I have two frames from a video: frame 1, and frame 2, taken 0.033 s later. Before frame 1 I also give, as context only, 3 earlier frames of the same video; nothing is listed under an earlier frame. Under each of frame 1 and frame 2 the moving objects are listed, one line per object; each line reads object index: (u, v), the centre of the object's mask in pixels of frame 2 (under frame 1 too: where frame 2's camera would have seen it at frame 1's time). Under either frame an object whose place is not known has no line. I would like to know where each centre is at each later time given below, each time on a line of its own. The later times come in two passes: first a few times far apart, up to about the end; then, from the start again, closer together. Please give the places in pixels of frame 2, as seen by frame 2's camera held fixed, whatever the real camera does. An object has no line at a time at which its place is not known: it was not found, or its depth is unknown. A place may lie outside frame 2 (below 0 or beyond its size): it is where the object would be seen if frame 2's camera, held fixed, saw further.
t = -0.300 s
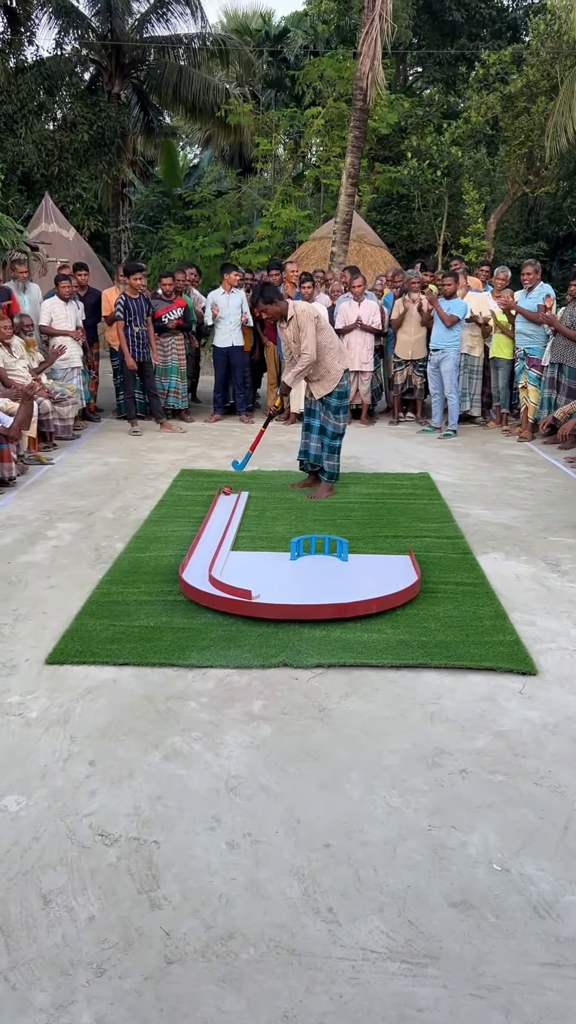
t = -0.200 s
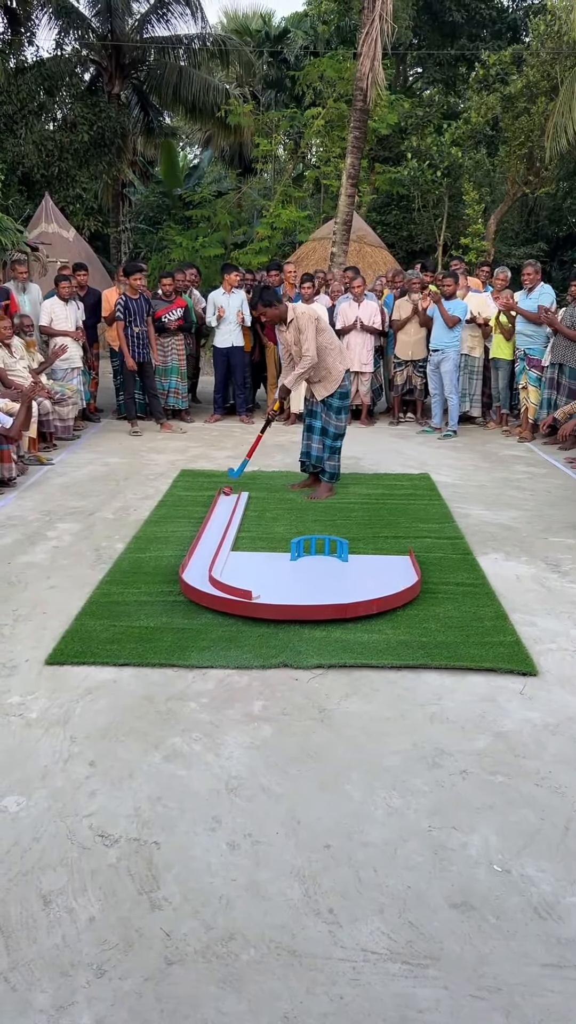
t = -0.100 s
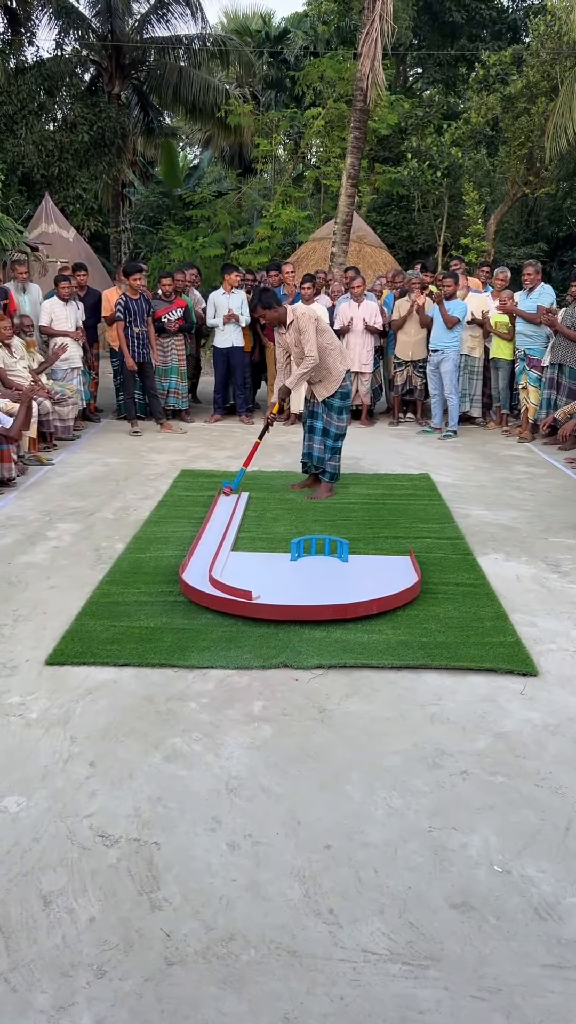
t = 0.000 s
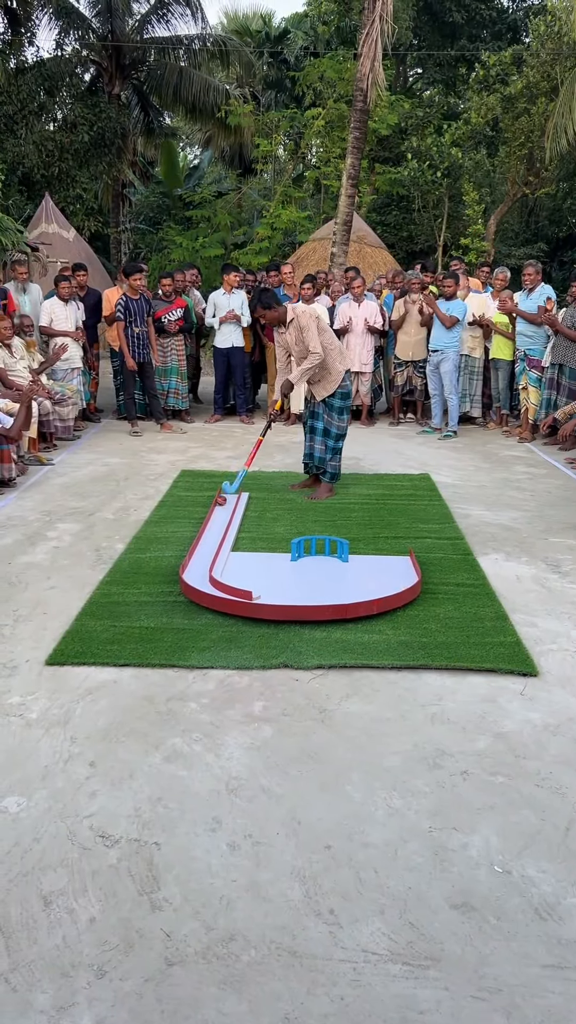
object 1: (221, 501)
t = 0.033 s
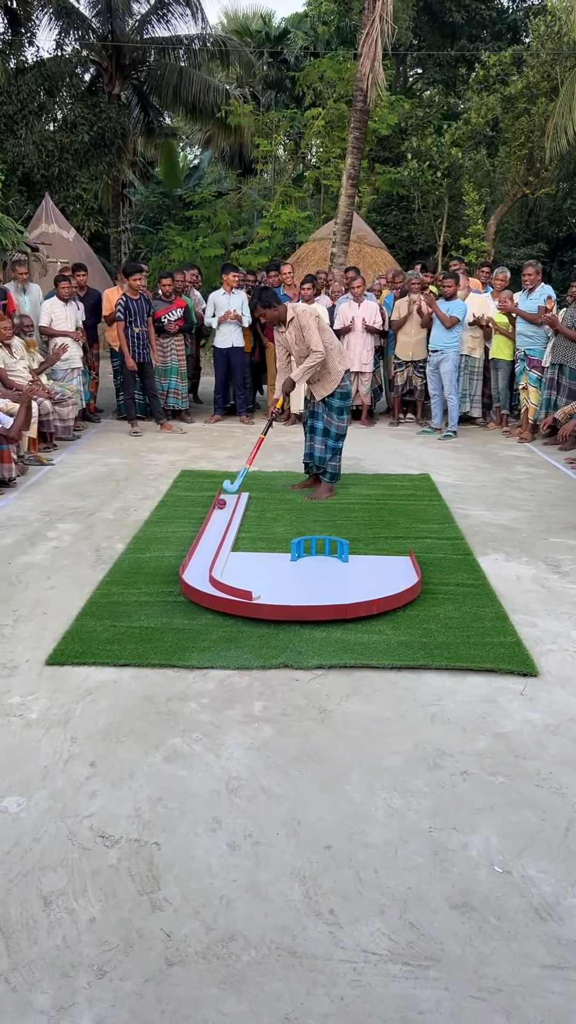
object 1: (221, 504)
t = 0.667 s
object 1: (207, 556)
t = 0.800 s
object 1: (203, 567)
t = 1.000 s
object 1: (197, 583)
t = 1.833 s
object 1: (336, 600)
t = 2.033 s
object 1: (367, 596)
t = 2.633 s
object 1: (362, 585)
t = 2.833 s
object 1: (344, 582)
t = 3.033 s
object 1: (326, 578)
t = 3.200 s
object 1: (312, 576)
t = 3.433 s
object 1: (291, 571)
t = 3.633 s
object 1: (275, 566)
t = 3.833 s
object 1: (261, 561)
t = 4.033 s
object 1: (249, 556)
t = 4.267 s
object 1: (237, 549)
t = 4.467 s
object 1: (239, 547)
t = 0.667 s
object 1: (207, 556)
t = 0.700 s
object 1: (206, 559)
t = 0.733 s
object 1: (205, 561)
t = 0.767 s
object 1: (204, 564)
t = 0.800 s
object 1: (203, 567)
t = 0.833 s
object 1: (202, 570)
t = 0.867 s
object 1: (201, 572)
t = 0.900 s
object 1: (200, 575)
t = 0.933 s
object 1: (199, 578)
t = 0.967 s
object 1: (198, 581)
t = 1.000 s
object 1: (197, 583)
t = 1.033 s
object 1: (197, 584)
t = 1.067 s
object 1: (203, 586)
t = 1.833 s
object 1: (336, 600)
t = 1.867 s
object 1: (341, 600)
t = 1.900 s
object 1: (346, 599)
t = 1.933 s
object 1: (352, 598)
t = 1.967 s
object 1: (357, 598)
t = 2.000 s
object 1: (362, 597)
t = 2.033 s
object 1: (367, 596)
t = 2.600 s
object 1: (365, 586)
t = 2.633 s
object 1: (362, 585)
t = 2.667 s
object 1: (359, 584)
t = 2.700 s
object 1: (356, 583)
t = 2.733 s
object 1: (353, 583)
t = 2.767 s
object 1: (350, 582)
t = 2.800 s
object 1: (348, 582)
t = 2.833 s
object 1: (344, 582)
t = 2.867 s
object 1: (342, 581)
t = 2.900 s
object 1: (338, 581)
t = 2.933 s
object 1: (336, 580)
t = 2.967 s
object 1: (332, 579)
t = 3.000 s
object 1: (330, 579)
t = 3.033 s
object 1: (326, 578)
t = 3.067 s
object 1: (323, 578)
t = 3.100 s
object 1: (321, 577)
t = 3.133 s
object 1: (318, 577)
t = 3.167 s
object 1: (314, 576)
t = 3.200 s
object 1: (312, 576)
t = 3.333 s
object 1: (299, 574)
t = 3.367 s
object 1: (296, 573)
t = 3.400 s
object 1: (294, 572)
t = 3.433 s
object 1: (291, 571)
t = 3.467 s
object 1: (288, 570)
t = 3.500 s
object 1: (285, 570)
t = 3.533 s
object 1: (283, 569)
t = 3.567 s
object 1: (280, 568)
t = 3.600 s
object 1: (277, 567)
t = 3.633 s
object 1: (275, 566)
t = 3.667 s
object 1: (272, 565)
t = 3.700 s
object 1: (270, 564)
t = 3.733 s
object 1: (268, 564)
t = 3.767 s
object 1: (265, 563)
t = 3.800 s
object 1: (263, 562)
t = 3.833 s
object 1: (261, 561)
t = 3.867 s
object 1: (259, 560)
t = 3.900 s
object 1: (256, 559)
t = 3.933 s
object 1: (255, 558)
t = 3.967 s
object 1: (253, 558)
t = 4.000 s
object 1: (251, 557)
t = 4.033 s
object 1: (249, 556)
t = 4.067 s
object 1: (247, 555)
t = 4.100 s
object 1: (245, 554)
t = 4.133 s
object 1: (243, 553)
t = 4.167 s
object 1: (242, 551)
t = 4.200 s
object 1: (240, 550)
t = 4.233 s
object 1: (239, 550)
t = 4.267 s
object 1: (237, 549)
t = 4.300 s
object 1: (236, 548)
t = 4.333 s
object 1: (235, 546)
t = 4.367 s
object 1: (235, 546)
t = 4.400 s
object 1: (237, 545)
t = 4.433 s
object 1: (238, 547)
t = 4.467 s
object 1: (239, 547)
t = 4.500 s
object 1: (240, 546)
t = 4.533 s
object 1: (241, 546)
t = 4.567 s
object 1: (245, 544)
